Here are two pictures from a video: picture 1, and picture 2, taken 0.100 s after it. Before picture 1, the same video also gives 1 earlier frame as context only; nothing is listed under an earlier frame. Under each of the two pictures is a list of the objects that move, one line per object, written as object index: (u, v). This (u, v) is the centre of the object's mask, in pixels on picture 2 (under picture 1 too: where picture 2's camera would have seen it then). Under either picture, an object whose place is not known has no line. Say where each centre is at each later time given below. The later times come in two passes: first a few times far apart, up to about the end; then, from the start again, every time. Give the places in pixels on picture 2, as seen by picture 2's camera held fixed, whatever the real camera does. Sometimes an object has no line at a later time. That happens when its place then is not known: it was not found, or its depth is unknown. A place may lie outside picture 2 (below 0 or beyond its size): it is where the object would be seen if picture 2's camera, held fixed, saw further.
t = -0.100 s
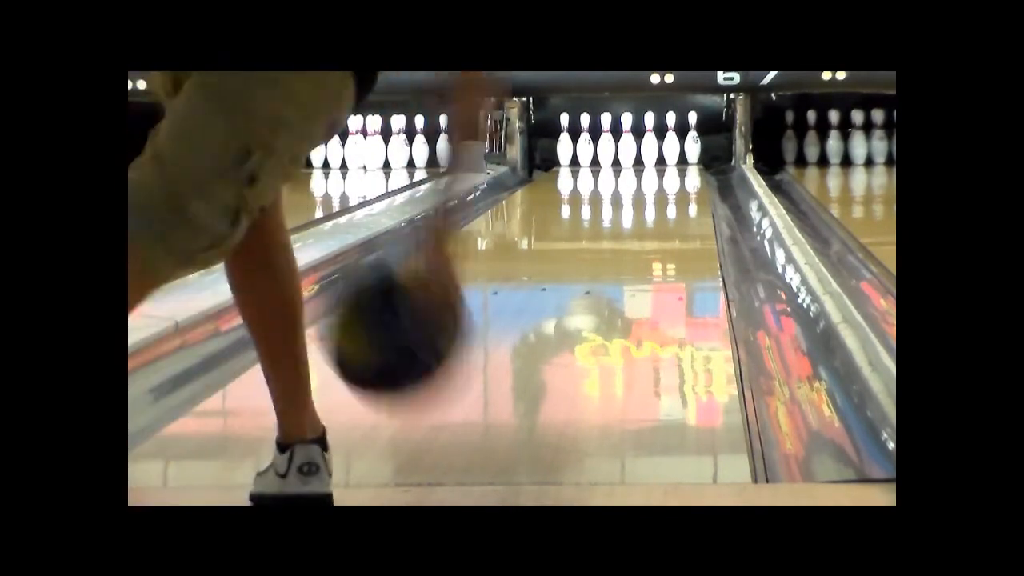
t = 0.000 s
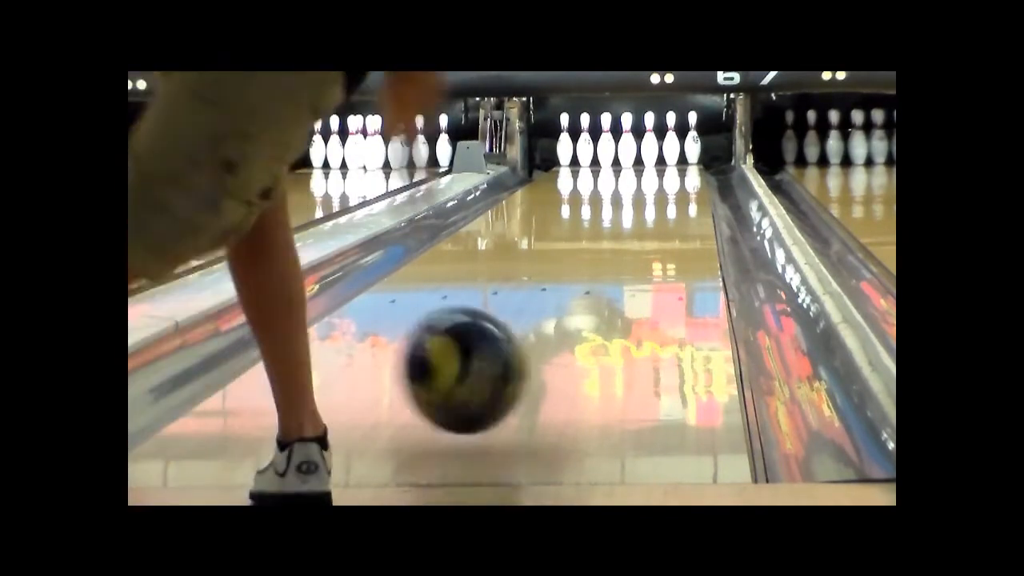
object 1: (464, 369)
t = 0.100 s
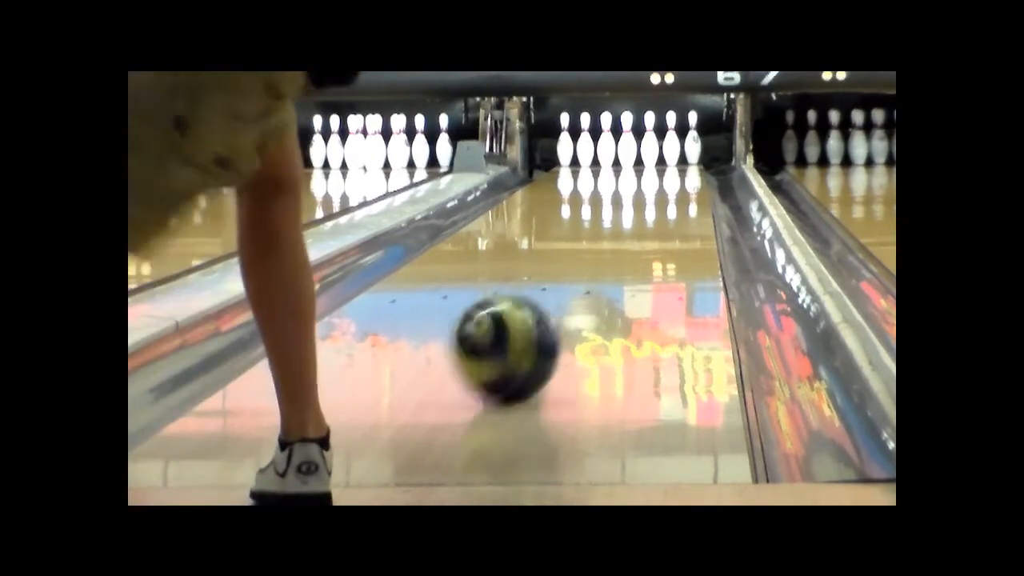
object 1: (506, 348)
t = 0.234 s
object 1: (546, 307)
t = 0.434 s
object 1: (588, 265)
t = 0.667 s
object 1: (618, 233)
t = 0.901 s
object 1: (637, 209)
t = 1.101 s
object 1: (648, 195)
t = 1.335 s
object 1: (657, 182)
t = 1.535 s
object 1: (659, 172)
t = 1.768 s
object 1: (658, 164)
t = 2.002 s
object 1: (651, 158)
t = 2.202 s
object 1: (643, 153)
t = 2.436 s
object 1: (653, 151)
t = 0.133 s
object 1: (517, 336)
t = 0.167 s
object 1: (527, 326)
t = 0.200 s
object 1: (536, 317)
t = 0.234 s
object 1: (546, 307)
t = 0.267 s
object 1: (554, 298)
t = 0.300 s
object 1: (560, 290)
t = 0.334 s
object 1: (568, 283)
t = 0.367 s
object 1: (575, 276)
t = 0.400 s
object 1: (582, 271)
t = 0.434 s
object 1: (588, 265)
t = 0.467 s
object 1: (591, 259)
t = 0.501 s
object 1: (597, 254)
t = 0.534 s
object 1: (602, 250)
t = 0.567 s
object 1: (606, 245)
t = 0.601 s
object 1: (610, 241)
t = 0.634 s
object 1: (613, 236)
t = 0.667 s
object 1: (618, 233)
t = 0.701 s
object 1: (622, 229)
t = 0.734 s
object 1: (622, 226)
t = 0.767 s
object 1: (627, 221)
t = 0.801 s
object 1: (629, 218)
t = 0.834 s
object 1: (632, 216)
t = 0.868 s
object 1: (634, 213)
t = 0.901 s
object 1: (637, 209)
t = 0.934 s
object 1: (638, 206)
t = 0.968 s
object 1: (639, 204)
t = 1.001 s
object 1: (643, 201)
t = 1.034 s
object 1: (645, 199)
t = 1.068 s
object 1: (646, 197)
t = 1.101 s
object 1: (648, 195)
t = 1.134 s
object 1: (650, 193)
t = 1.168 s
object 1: (651, 191)
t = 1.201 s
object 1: (652, 189)
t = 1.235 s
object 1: (653, 187)
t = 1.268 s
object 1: (655, 185)
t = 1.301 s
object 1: (655, 184)
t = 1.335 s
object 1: (657, 182)
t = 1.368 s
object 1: (657, 180)
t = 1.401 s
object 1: (657, 178)
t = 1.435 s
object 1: (658, 177)
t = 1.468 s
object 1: (658, 175)
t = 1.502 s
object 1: (658, 174)
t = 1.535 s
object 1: (659, 172)
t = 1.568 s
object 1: (659, 171)
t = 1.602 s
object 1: (659, 169)
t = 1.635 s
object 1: (659, 168)
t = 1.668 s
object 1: (659, 167)
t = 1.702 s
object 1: (659, 166)
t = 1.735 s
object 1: (658, 165)
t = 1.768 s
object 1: (658, 164)
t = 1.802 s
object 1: (657, 163)
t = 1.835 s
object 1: (656, 162)
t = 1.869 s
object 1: (655, 161)
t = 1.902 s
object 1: (654, 160)
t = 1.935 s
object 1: (654, 160)
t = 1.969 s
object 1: (653, 159)
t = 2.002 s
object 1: (651, 158)
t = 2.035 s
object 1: (650, 158)
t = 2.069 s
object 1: (648, 157)
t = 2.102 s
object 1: (647, 155)
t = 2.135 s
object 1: (646, 155)
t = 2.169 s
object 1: (643, 154)
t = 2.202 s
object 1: (643, 153)
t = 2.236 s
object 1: (646, 152)
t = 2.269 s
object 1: (647, 152)
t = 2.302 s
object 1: (648, 151)
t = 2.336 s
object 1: (649, 151)
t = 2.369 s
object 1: (652, 150)
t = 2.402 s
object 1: (652, 150)
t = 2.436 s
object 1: (653, 151)
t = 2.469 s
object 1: (659, 150)
